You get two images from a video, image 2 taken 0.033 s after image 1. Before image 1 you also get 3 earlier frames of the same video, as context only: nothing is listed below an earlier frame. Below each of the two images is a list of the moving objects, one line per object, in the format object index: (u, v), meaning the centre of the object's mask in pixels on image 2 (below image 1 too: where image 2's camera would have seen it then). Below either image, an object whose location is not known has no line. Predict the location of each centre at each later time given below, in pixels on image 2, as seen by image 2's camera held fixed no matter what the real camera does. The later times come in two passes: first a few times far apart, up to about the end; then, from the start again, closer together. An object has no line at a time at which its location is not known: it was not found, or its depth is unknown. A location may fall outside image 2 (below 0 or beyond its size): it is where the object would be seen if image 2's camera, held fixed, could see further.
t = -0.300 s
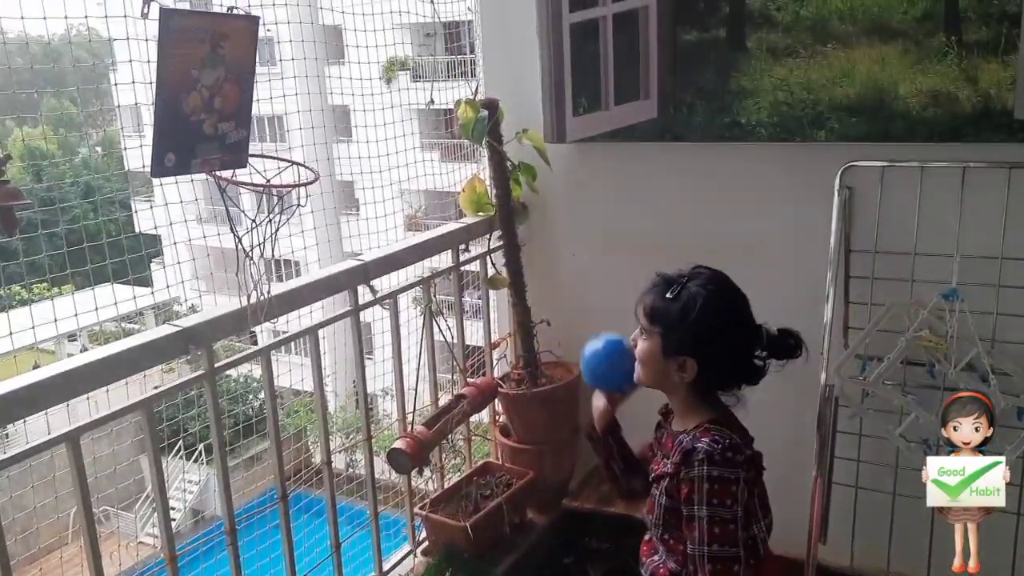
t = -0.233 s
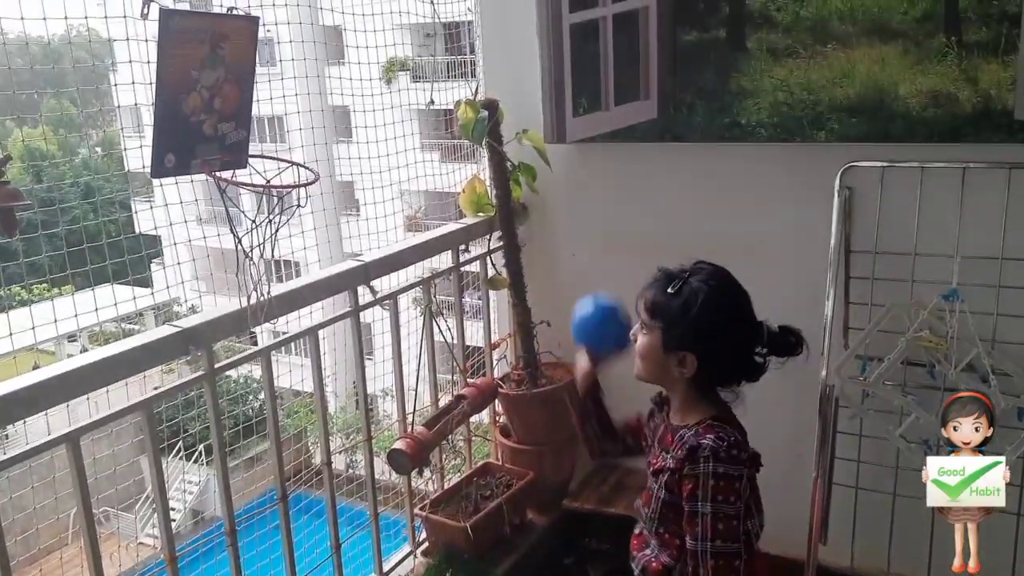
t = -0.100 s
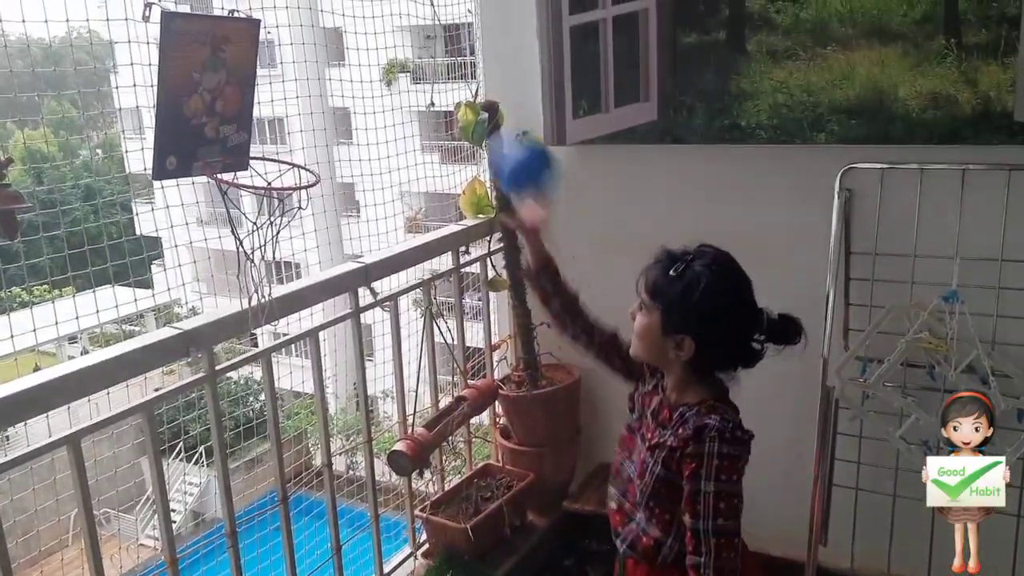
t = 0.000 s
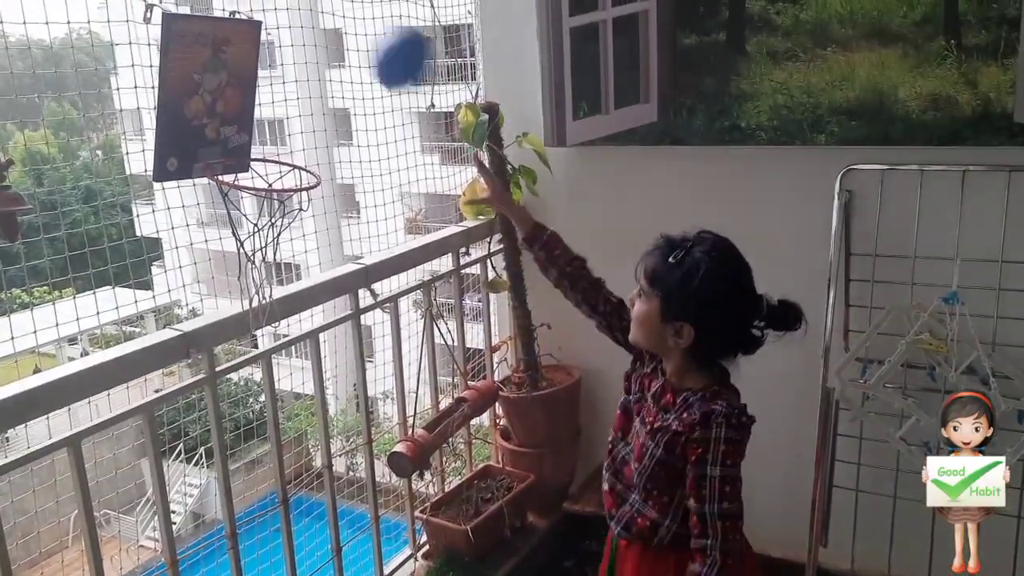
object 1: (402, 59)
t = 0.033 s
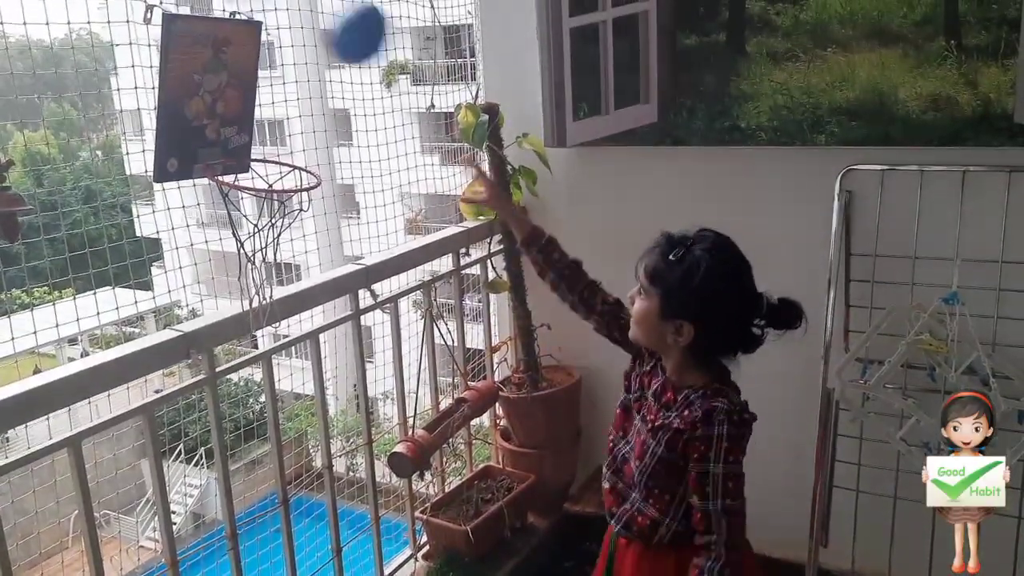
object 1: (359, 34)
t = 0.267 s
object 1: (117, 25)
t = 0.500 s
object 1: (58, 225)
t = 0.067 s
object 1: (318, 21)
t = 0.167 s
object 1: (198, 10)
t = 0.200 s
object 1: (163, 14)
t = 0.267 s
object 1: (117, 25)
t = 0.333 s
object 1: (79, 63)
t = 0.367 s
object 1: (70, 80)
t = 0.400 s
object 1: (64, 104)
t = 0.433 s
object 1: (60, 136)
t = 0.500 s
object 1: (58, 225)
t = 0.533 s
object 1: (56, 275)
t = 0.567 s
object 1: (60, 355)
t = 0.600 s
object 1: (62, 410)
